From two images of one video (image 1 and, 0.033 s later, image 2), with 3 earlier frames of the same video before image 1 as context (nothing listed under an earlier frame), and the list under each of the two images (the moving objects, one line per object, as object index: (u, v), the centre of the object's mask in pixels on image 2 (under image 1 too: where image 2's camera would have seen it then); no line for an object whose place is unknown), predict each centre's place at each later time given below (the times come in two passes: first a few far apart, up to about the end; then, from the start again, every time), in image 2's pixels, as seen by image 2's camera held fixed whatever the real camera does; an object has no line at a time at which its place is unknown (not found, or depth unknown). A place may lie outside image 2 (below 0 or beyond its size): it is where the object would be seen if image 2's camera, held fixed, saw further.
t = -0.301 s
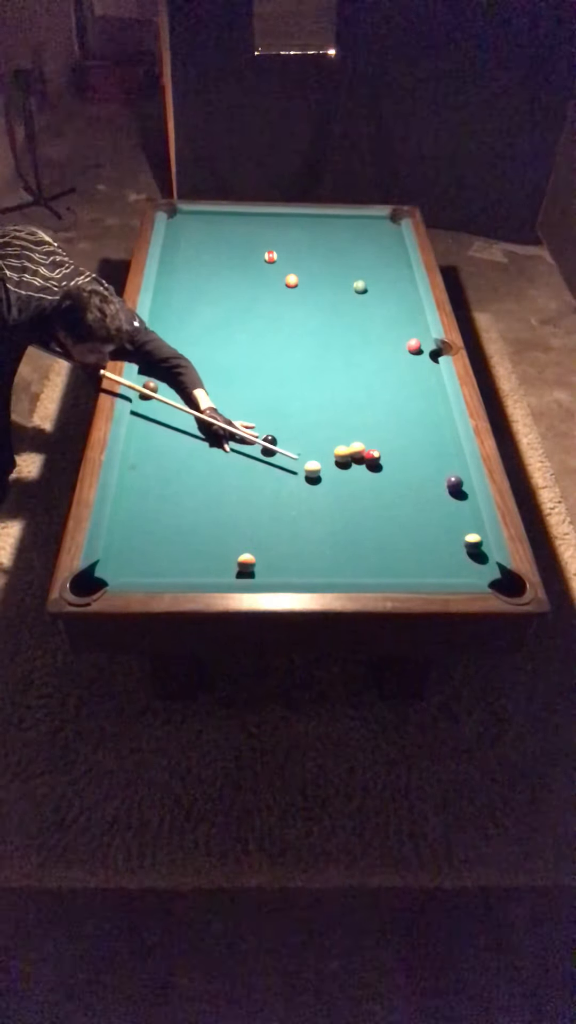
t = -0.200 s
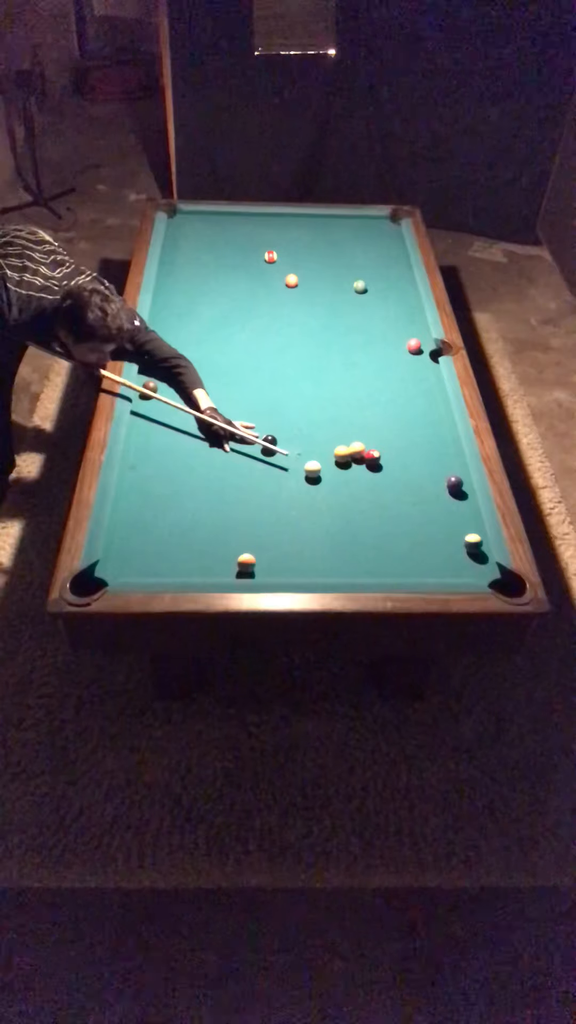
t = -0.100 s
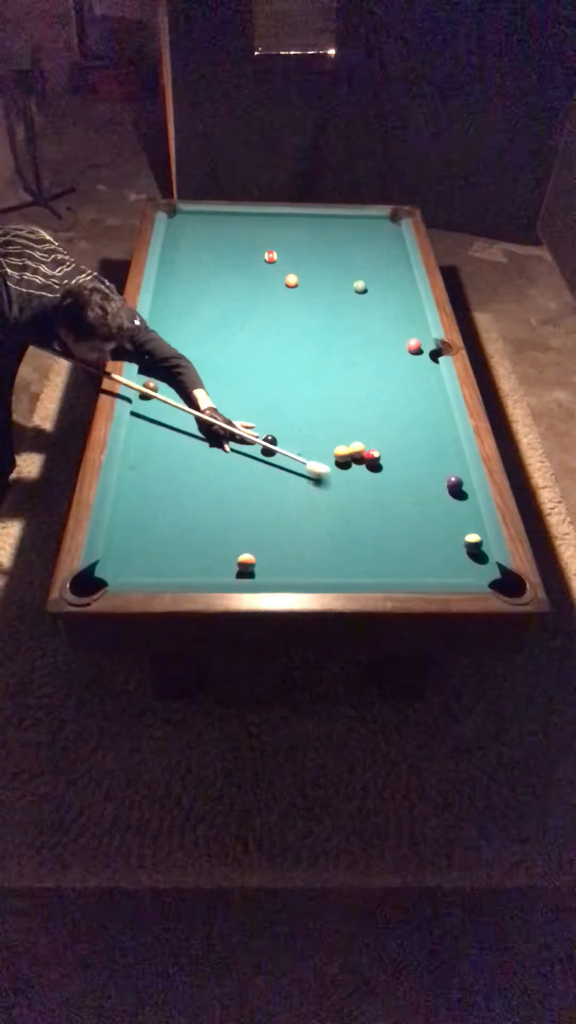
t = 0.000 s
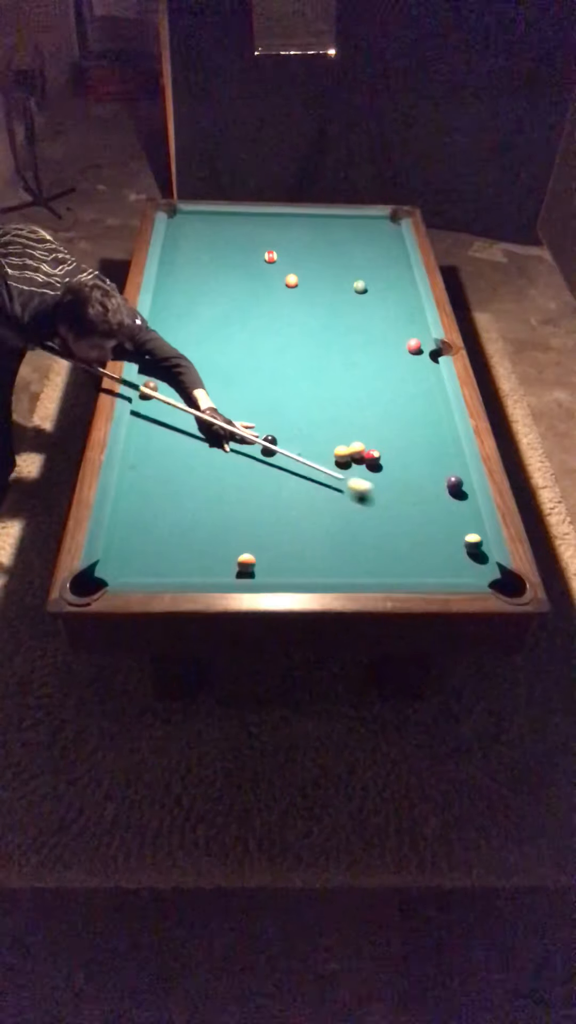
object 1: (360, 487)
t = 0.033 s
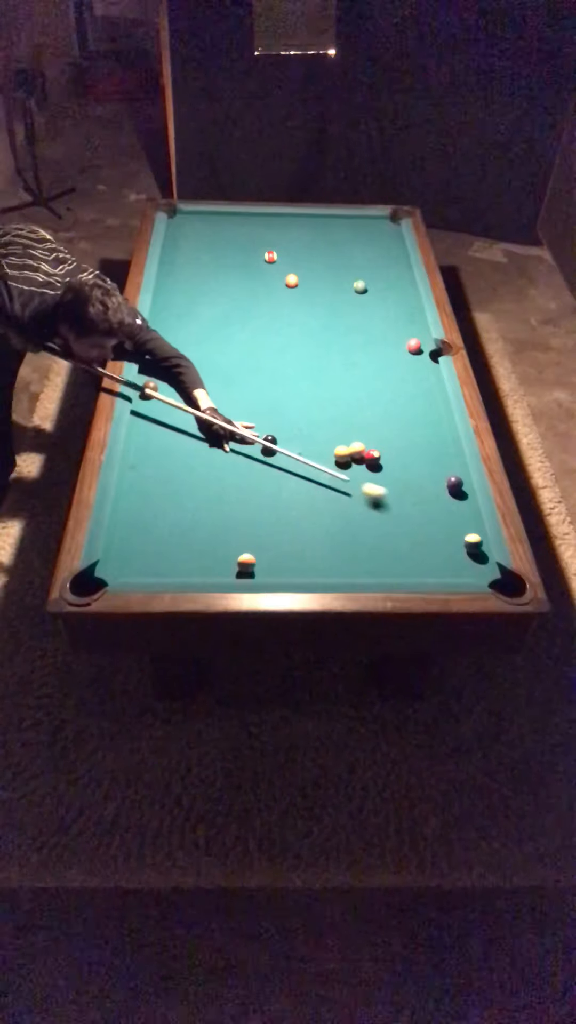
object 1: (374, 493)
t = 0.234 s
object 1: (462, 526)
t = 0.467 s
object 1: (437, 526)
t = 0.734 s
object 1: (392, 525)
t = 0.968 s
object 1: (356, 524)
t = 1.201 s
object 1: (321, 524)
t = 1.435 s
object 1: (288, 523)
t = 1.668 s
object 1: (256, 522)
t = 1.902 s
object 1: (226, 521)
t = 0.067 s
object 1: (388, 497)
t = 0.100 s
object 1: (403, 503)
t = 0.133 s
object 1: (417, 508)
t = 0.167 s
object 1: (432, 514)
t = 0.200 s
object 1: (447, 520)
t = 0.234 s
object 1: (462, 526)
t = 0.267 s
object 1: (474, 528)
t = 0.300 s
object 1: (469, 527)
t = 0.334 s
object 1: (461, 527)
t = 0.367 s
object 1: (454, 526)
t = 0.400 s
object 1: (448, 526)
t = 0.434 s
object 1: (442, 526)
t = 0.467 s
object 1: (437, 526)
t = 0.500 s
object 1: (431, 526)
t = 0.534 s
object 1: (426, 525)
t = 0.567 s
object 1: (420, 525)
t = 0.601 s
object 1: (414, 525)
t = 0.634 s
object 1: (409, 525)
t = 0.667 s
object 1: (403, 525)
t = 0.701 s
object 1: (398, 525)
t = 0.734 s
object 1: (392, 525)
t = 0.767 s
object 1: (387, 525)
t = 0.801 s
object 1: (382, 525)
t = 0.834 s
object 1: (376, 525)
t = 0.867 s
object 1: (371, 524)
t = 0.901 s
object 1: (366, 524)
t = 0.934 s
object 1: (361, 524)
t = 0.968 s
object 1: (356, 524)
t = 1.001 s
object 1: (351, 524)
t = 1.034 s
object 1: (346, 524)
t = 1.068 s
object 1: (341, 524)
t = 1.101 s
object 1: (335, 524)
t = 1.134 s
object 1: (330, 524)
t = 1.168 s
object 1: (325, 524)
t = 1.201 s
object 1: (321, 524)
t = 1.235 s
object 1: (316, 524)
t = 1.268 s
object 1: (311, 524)
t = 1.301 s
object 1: (307, 523)
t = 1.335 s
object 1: (302, 524)
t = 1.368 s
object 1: (297, 523)
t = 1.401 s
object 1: (292, 523)
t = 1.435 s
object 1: (288, 523)
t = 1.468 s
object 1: (283, 523)
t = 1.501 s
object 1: (278, 523)
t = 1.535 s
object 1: (274, 523)
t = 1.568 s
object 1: (269, 522)
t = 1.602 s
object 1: (265, 522)
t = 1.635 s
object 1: (260, 522)
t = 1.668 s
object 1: (256, 522)
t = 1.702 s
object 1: (252, 522)
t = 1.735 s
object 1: (247, 522)
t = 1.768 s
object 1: (243, 521)
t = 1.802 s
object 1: (239, 521)
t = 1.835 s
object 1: (234, 521)
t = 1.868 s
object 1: (230, 521)
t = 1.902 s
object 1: (226, 521)
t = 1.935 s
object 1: (222, 521)
